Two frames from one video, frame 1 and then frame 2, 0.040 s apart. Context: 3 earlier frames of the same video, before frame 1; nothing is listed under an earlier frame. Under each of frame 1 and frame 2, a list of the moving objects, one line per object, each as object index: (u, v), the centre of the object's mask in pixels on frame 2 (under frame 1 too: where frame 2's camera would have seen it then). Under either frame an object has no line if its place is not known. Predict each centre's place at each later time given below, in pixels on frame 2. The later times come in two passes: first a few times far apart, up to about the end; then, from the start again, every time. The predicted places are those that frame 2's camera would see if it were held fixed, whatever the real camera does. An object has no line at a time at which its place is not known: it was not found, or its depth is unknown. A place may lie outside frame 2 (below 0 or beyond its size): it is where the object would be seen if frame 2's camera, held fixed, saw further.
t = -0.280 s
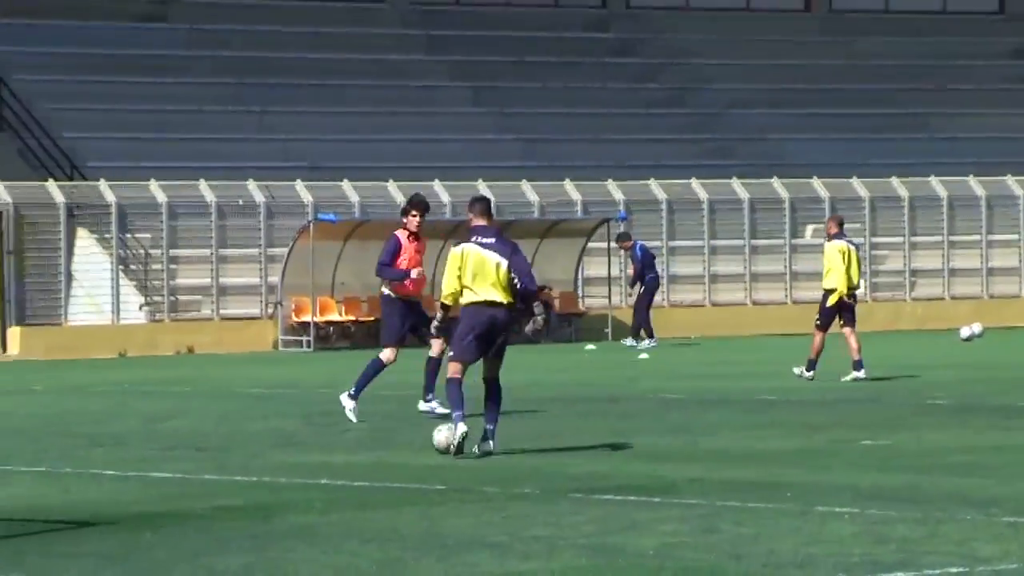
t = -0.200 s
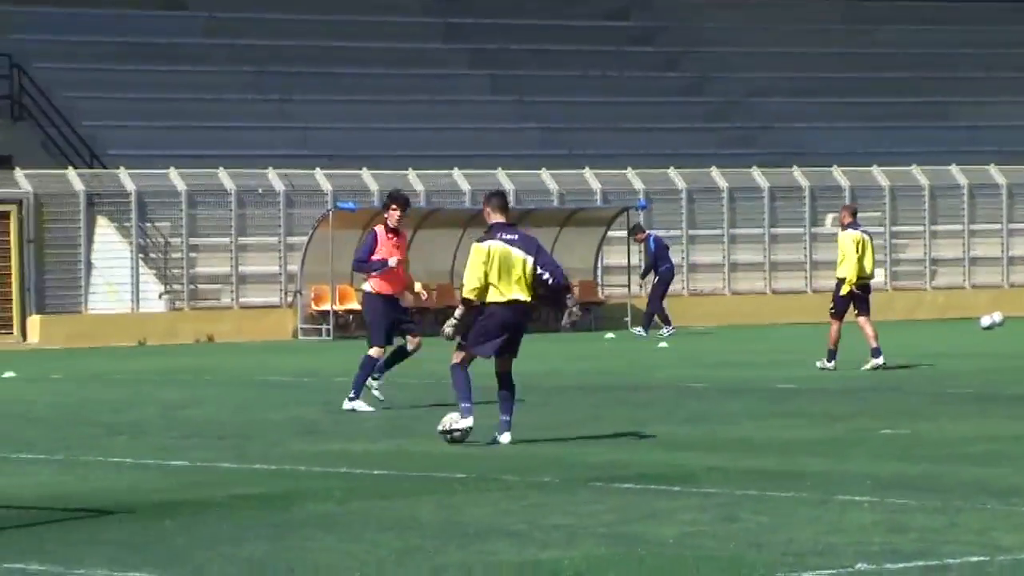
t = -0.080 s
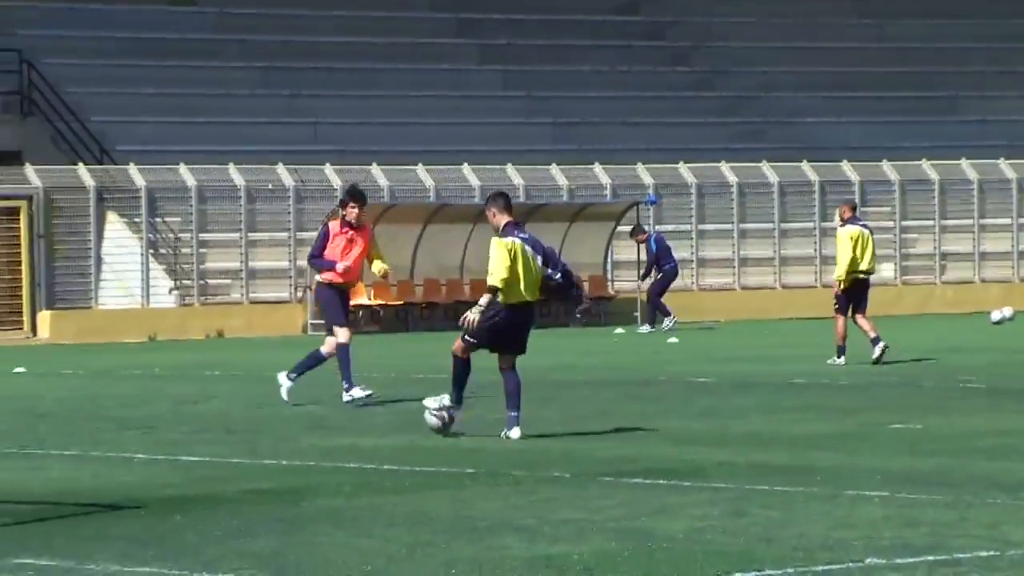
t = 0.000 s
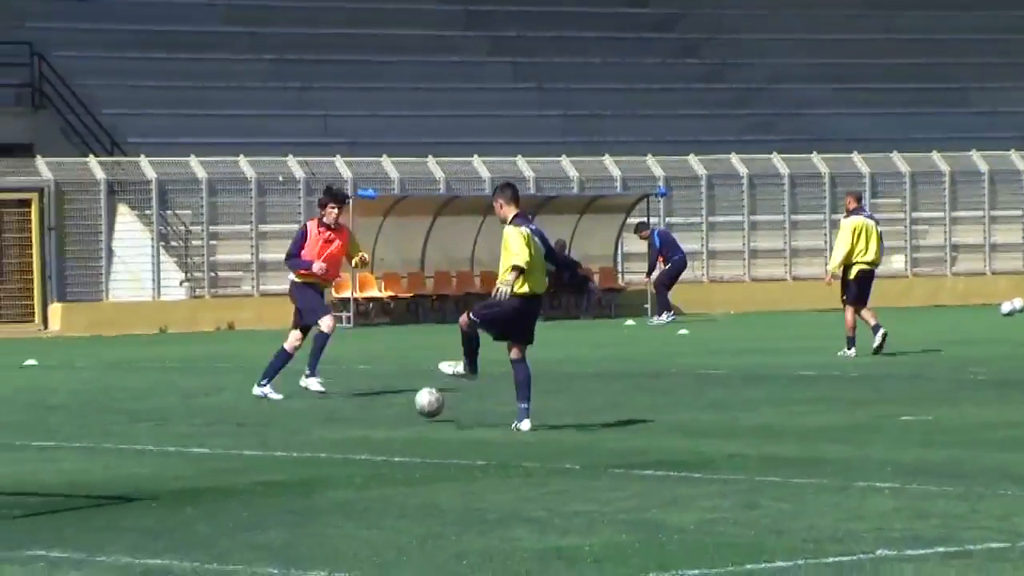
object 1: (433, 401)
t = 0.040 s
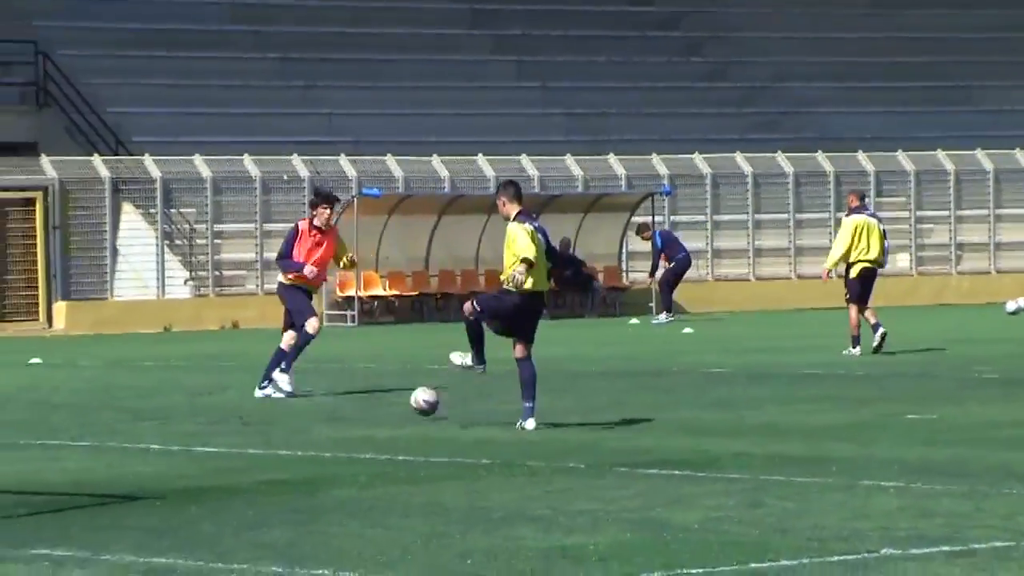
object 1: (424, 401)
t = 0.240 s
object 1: (381, 394)
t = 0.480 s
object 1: (339, 388)
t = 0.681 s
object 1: (308, 390)
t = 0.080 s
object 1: (414, 403)
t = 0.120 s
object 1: (406, 401)
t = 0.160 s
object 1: (397, 399)
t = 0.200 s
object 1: (389, 399)
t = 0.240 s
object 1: (381, 394)
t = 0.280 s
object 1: (374, 391)
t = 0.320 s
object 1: (367, 390)
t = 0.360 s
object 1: (359, 391)
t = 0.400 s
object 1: (353, 394)
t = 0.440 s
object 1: (346, 390)
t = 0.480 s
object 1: (339, 388)
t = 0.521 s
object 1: (333, 388)
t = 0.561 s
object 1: (326, 390)
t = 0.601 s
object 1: (320, 391)
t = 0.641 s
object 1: (314, 390)
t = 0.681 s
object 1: (308, 390)
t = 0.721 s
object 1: (303, 388)
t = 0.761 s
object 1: (297, 387)
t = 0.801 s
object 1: (291, 386)
